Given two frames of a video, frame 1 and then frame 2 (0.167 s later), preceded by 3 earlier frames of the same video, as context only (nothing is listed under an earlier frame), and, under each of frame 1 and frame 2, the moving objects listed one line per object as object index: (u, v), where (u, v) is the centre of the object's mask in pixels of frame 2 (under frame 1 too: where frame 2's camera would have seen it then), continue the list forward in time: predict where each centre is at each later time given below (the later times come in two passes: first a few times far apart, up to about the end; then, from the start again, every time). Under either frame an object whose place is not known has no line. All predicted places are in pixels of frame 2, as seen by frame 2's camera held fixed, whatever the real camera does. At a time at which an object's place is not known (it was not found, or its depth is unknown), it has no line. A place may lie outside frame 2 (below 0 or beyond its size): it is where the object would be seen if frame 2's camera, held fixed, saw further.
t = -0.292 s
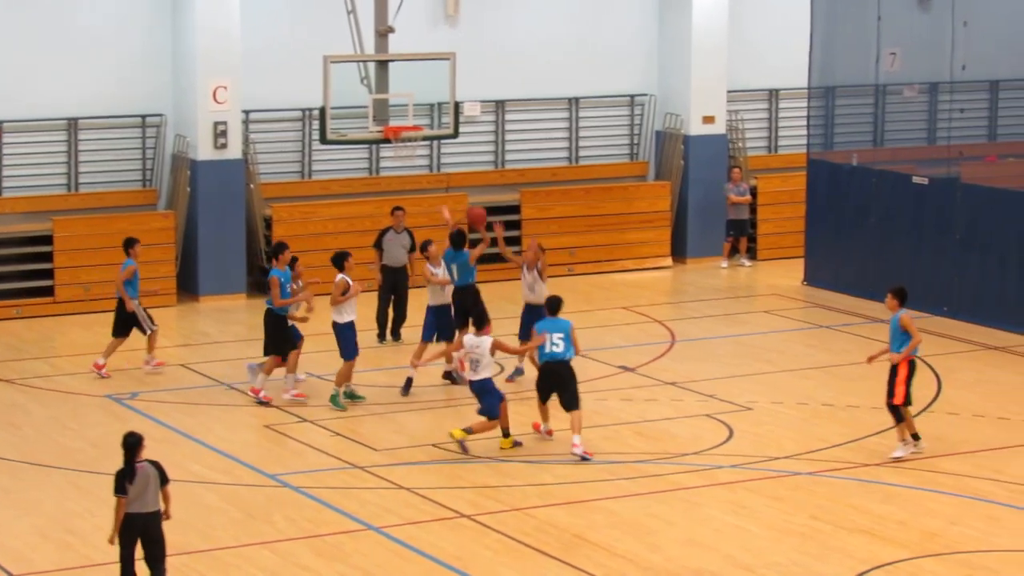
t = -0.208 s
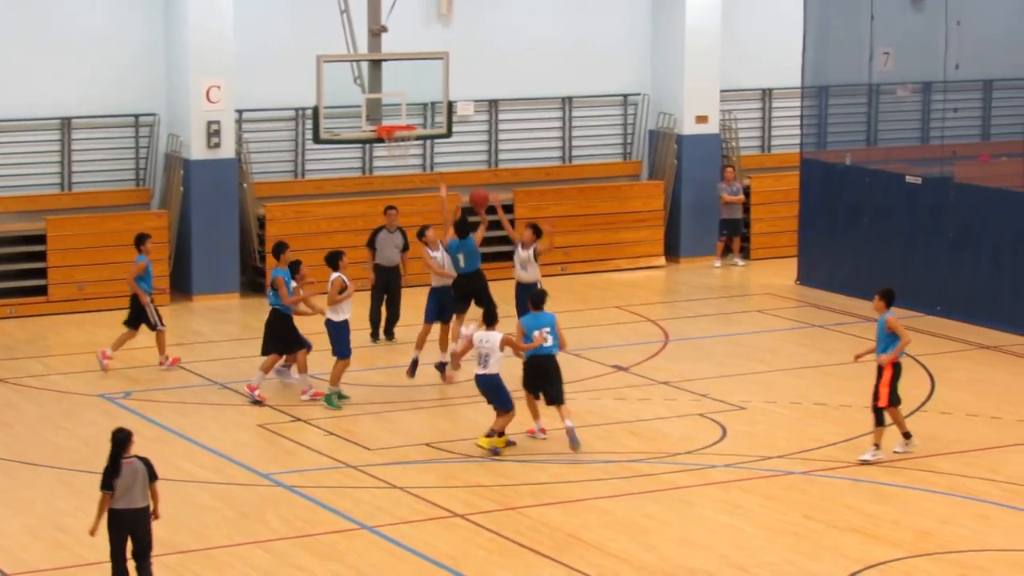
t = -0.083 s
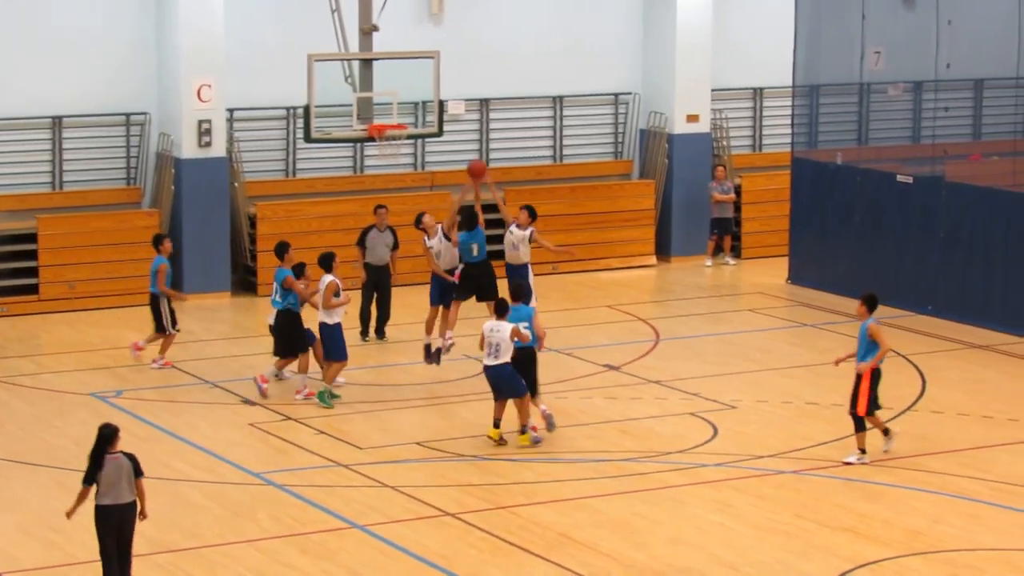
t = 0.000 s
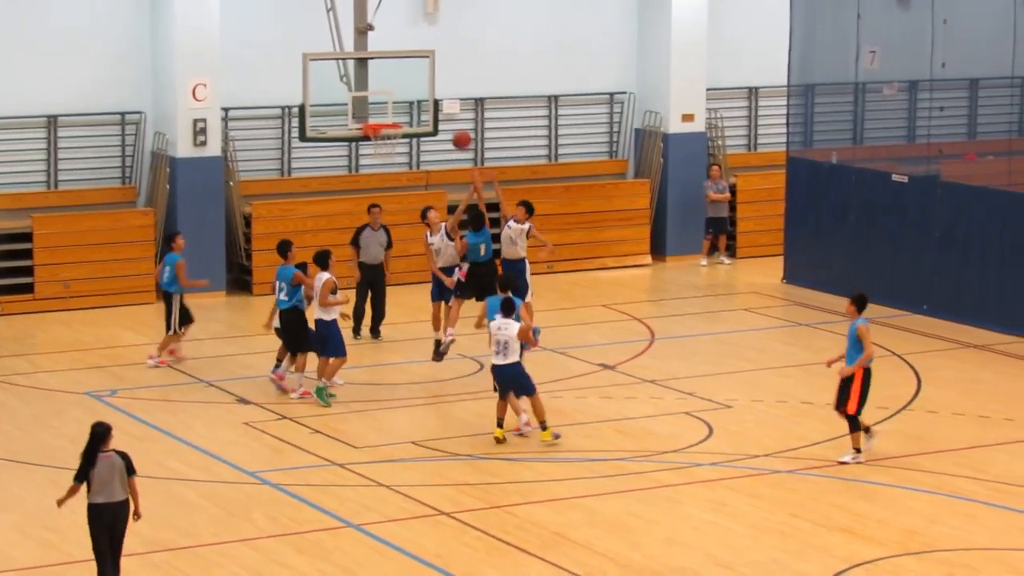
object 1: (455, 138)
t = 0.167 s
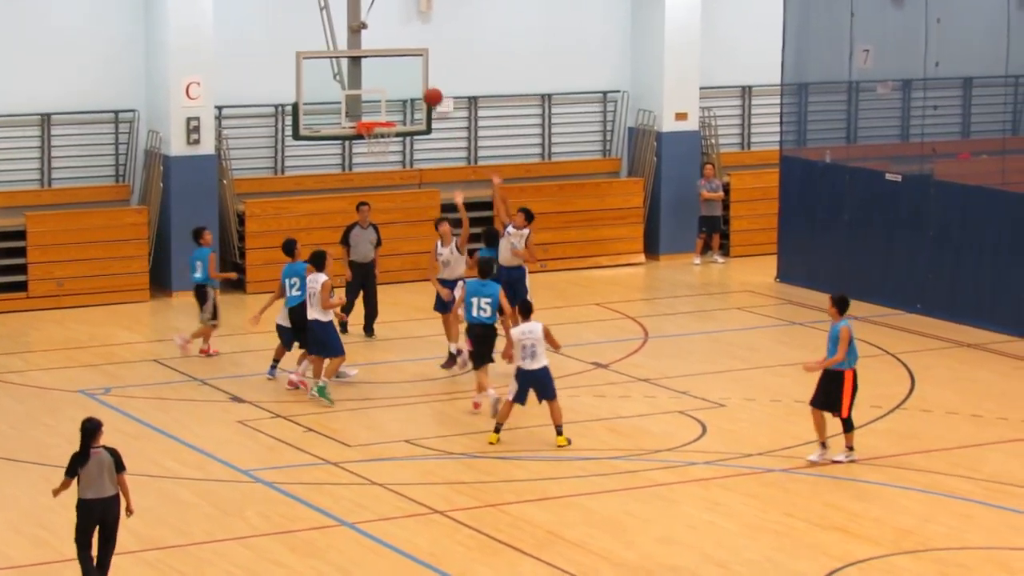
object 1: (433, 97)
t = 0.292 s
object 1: (416, 81)
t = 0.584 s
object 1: (380, 92)
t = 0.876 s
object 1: (372, 121)
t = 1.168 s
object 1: (389, 177)
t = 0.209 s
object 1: (427, 91)
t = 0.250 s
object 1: (422, 85)
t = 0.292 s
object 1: (416, 81)
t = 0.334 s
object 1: (411, 78)
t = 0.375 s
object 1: (406, 77)
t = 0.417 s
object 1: (400, 78)
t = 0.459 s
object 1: (395, 79)
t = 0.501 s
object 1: (390, 82)
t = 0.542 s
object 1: (385, 86)
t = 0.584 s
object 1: (380, 92)
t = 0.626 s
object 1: (375, 98)
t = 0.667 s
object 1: (372, 107)
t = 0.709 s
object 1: (376, 114)
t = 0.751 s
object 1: (380, 117)
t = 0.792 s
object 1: (383, 120)
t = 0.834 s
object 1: (379, 121)
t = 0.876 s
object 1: (372, 121)
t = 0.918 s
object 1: (365, 127)
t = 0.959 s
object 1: (373, 136)
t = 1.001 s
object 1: (375, 141)
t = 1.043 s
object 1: (379, 149)
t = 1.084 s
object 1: (383, 157)
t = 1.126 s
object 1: (386, 166)
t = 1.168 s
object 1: (389, 177)
